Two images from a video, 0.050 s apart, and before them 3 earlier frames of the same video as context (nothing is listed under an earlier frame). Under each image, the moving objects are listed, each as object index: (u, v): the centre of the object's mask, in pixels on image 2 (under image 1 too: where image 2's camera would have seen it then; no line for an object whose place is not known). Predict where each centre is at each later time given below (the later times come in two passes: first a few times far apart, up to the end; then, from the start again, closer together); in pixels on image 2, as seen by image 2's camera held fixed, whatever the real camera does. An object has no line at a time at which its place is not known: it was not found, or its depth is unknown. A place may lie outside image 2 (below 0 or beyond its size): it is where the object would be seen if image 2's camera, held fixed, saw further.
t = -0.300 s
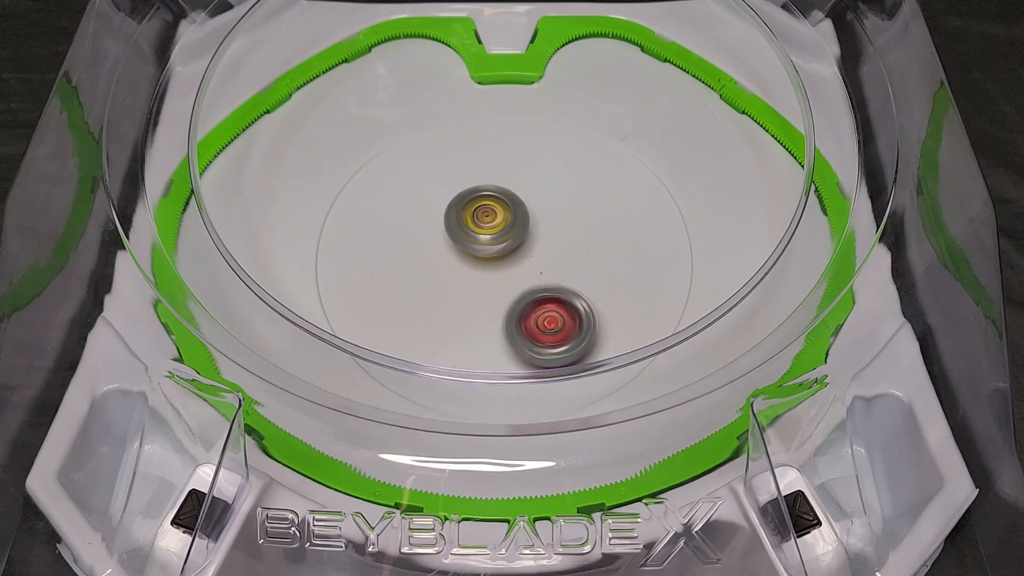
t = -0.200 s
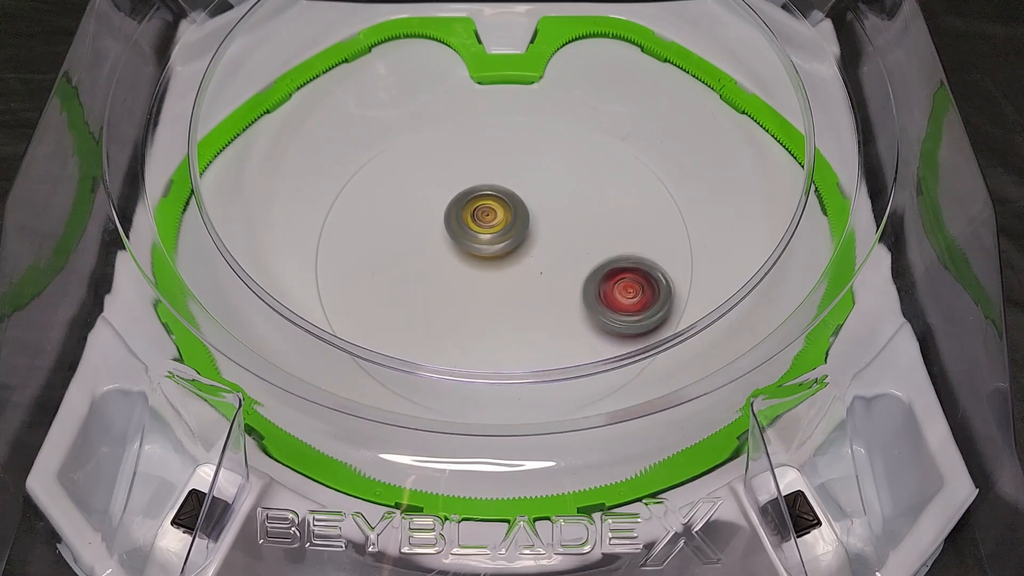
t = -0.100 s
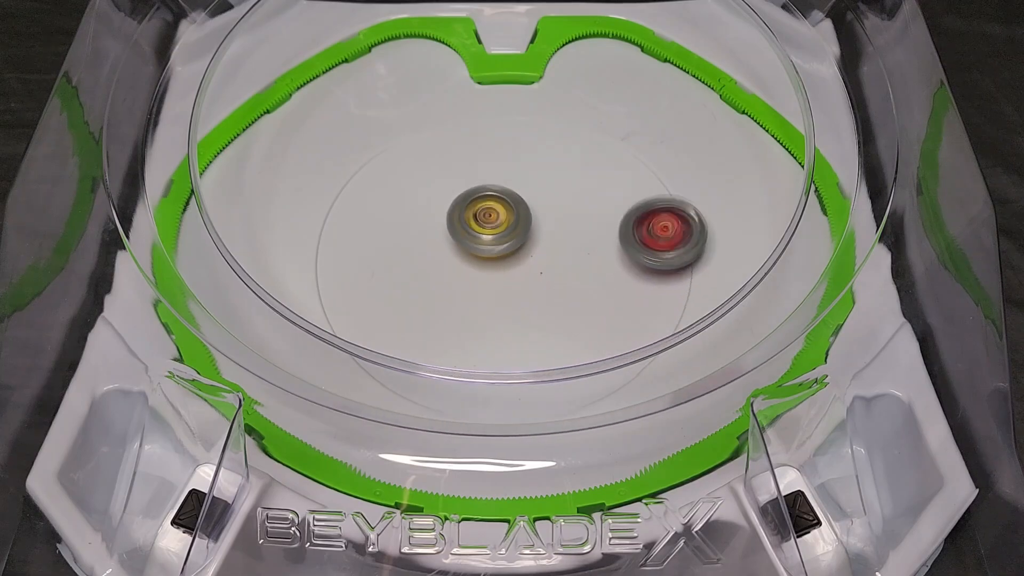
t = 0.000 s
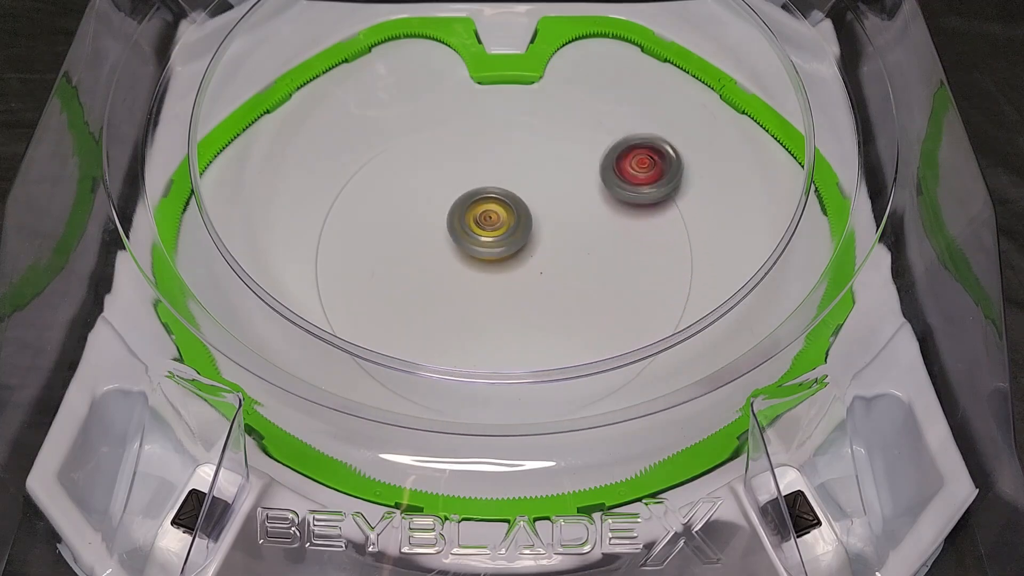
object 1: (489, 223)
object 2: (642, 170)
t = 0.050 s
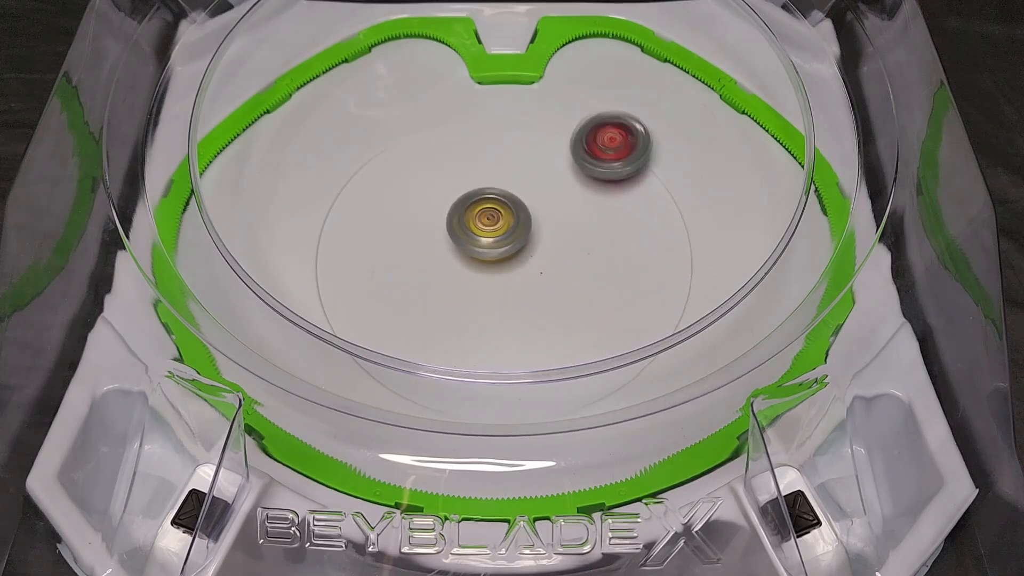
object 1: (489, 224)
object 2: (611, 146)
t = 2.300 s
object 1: (534, 184)
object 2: (616, 205)
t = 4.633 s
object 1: (483, 303)
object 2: (421, 195)
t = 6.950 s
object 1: (624, 181)
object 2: (261, 121)
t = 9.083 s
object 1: (478, 260)
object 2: (430, 125)
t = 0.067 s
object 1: (489, 224)
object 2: (600, 140)
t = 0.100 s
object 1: (488, 224)
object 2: (573, 132)
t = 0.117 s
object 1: (488, 223)
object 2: (559, 128)
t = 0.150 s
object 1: (487, 223)
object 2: (530, 126)
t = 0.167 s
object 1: (487, 223)
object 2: (515, 126)
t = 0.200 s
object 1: (487, 222)
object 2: (486, 129)
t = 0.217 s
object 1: (487, 222)
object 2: (473, 132)
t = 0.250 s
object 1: (487, 222)
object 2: (445, 140)
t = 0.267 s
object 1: (487, 221)
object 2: (432, 146)
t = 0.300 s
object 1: (488, 221)
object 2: (409, 159)
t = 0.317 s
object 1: (488, 221)
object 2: (399, 167)
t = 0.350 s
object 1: (489, 221)
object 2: (381, 184)
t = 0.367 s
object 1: (489, 221)
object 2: (373, 193)
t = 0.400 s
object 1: (490, 221)
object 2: (360, 214)
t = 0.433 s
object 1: (491, 222)
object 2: (351, 236)
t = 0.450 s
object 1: (491, 223)
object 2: (349, 247)
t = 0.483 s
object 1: (490, 223)
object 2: (347, 271)
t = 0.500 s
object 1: (490, 223)
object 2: (349, 282)
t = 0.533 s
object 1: (490, 224)
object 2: (357, 304)
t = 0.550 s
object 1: (489, 224)
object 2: (364, 313)
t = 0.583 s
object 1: (488, 224)
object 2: (377, 336)
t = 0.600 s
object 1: (488, 223)
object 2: (387, 346)
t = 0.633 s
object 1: (488, 223)
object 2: (411, 361)
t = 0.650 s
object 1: (488, 222)
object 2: (425, 367)
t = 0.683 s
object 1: (488, 222)
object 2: (455, 374)
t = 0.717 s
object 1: (488, 221)
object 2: (487, 375)
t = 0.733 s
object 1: (488, 221)
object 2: (502, 371)
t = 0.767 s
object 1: (489, 220)
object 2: (530, 362)
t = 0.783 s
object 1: (490, 220)
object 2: (543, 356)
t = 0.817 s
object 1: (490, 219)
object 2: (566, 337)
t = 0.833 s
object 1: (491, 219)
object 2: (576, 329)
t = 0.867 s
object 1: (492, 219)
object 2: (592, 310)
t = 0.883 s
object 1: (492, 219)
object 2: (598, 299)
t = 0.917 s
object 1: (493, 219)
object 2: (606, 275)
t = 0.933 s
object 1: (493, 219)
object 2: (608, 262)
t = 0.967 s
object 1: (493, 220)
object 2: (608, 237)
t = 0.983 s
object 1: (493, 219)
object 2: (606, 225)
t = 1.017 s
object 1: (492, 220)
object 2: (598, 201)
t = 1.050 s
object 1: (492, 220)
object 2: (587, 179)
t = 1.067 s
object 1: (491, 220)
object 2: (580, 169)
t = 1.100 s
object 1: (490, 220)
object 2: (563, 151)
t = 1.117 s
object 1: (490, 220)
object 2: (553, 143)
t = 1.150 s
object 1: (489, 219)
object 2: (533, 128)
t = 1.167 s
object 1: (489, 219)
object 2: (523, 122)
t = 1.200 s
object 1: (489, 219)
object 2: (501, 113)
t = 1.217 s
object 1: (489, 219)
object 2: (489, 109)
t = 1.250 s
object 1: (489, 219)
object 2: (465, 103)
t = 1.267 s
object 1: (490, 219)
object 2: (454, 101)
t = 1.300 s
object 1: (490, 219)
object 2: (432, 99)
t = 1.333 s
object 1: (491, 220)
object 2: (410, 100)
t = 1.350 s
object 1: (491, 220)
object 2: (401, 101)
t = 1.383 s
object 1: (491, 220)
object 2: (386, 105)
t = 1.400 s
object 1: (491, 220)
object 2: (380, 108)
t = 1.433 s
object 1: (491, 221)
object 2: (368, 112)
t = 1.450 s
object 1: (491, 221)
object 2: (364, 114)
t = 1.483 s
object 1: (491, 221)
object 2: (355, 119)
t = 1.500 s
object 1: (491, 221)
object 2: (351, 121)
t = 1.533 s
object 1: (491, 221)
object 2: (346, 126)
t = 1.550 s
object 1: (491, 221)
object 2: (344, 129)
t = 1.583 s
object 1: (490, 221)
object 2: (341, 134)
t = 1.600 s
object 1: (490, 221)
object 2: (341, 137)
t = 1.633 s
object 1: (490, 221)
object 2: (342, 143)
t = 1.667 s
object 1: (490, 220)
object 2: (345, 151)
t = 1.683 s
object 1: (490, 220)
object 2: (346, 156)
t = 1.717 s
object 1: (490, 220)
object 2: (351, 171)
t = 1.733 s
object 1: (490, 220)
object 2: (353, 179)
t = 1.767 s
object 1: (490, 220)
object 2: (360, 199)
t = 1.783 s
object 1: (490, 220)
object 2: (364, 210)
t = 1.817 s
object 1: (489, 220)
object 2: (378, 232)
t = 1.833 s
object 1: (489, 220)
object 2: (388, 242)
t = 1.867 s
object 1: (489, 220)
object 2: (411, 259)
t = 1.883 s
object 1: (491, 220)
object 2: (420, 268)
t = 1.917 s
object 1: (508, 212)
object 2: (429, 288)
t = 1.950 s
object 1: (521, 205)
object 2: (443, 304)
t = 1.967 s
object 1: (526, 203)
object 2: (453, 310)
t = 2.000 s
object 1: (532, 198)
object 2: (476, 318)
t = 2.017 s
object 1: (534, 196)
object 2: (489, 320)
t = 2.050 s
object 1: (537, 193)
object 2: (515, 321)
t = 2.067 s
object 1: (538, 191)
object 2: (529, 319)
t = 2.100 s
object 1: (538, 189)
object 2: (554, 313)
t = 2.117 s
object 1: (539, 187)
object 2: (566, 307)
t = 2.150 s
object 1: (539, 186)
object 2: (587, 294)
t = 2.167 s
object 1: (539, 185)
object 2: (595, 286)
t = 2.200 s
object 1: (538, 184)
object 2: (609, 268)
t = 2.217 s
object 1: (538, 183)
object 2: (614, 257)
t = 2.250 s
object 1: (537, 183)
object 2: (619, 236)
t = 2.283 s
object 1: (535, 183)
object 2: (618, 215)
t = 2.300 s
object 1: (534, 184)
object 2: (616, 205)
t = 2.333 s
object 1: (511, 177)
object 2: (633, 194)
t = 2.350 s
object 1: (498, 173)
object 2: (643, 188)
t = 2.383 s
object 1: (474, 167)
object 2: (655, 177)
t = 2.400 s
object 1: (464, 164)
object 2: (659, 172)
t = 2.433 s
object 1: (447, 162)
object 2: (661, 161)
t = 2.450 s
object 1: (440, 160)
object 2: (655, 157)
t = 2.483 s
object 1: (429, 161)
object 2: (641, 153)
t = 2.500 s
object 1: (426, 163)
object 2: (635, 150)
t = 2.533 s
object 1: (421, 168)
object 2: (622, 144)
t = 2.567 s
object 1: (418, 175)
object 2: (609, 141)
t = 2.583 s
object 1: (417, 178)
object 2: (600, 140)
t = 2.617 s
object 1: (416, 187)
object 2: (580, 140)
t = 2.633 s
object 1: (416, 191)
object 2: (569, 142)
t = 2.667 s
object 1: (416, 199)
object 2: (545, 150)
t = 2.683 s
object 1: (416, 204)
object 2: (534, 155)
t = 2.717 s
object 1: (417, 210)
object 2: (513, 169)
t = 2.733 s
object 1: (418, 213)
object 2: (503, 177)
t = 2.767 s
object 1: (400, 217)
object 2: (505, 196)
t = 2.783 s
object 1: (372, 216)
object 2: (523, 198)
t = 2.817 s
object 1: (315, 224)
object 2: (558, 210)
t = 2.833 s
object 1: (286, 233)
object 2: (576, 220)
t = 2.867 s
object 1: (232, 241)
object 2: (607, 234)
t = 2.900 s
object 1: (183, 249)
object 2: (633, 247)
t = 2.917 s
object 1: (178, 253)
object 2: (644, 250)
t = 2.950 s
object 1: (203, 252)
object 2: (660, 257)
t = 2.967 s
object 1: (215, 256)
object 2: (665, 260)
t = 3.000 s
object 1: (238, 254)
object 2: (670, 262)
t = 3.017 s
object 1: (247, 251)
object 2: (671, 262)
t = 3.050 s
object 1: (271, 252)
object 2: (670, 261)
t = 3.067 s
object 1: (282, 251)
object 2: (669, 260)
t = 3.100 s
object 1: (299, 245)
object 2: (663, 258)
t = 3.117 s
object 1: (310, 245)
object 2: (658, 256)
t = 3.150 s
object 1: (324, 238)
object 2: (645, 251)
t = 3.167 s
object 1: (333, 238)
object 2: (638, 249)
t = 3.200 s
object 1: (350, 236)
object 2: (620, 247)
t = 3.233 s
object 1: (365, 235)
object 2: (597, 246)
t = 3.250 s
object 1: (375, 232)
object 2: (586, 246)
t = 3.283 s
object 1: (391, 231)
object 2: (560, 248)
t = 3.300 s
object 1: (399, 227)
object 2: (548, 249)
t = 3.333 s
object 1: (414, 223)
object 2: (524, 254)
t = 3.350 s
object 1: (423, 221)
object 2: (513, 257)
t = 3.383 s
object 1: (434, 212)
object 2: (492, 265)
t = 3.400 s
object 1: (436, 204)
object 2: (488, 274)
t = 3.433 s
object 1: (438, 190)
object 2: (480, 290)
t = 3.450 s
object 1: (442, 184)
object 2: (476, 297)
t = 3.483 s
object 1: (447, 172)
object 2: (471, 311)
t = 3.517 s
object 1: (454, 162)
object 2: (468, 325)
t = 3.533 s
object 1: (458, 158)
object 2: (468, 331)
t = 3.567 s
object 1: (465, 149)
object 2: (470, 340)
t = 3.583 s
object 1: (469, 144)
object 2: (471, 343)
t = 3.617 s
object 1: (478, 137)
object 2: (476, 360)
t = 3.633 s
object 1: (482, 133)
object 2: (479, 365)
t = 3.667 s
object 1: (491, 127)
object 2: (486, 371)
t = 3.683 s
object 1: (495, 125)
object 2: (490, 371)
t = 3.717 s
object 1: (504, 120)
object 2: (498, 371)
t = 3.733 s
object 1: (509, 118)
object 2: (502, 371)
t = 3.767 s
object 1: (518, 116)
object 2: (506, 366)
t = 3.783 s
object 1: (523, 114)
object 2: (509, 361)
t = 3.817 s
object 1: (532, 112)
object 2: (514, 344)
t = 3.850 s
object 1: (542, 111)
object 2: (518, 335)
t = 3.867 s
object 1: (547, 112)
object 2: (519, 328)
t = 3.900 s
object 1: (557, 112)
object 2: (516, 309)
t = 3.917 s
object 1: (562, 113)
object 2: (514, 300)
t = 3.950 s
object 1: (572, 114)
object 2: (507, 281)
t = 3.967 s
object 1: (577, 116)
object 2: (502, 271)
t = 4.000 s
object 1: (584, 119)
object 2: (491, 255)
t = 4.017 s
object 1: (587, 121)
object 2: (485, 246)
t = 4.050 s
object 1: (588, 127)
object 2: (471, 230)
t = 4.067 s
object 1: (589, 131)
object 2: (465, 223)
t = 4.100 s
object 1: (590, 139)
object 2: (450, 209)
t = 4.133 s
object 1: (591, 148)
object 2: (436, 198)
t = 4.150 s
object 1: (590, 154)
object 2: (429, 192)
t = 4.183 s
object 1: (589, 164)
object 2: (414, 183)
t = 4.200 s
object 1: (588, 170)
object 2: (407, 178)
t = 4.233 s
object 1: (586, 180)
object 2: (393, 171)
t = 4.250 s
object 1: (585, 186)
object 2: (385, 167)
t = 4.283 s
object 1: (581, 198)
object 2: (370, 162)
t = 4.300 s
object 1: (580, 203)
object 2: (363, 160)
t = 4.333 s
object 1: (574, 216)
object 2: (354, 158)
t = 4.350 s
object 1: (572, 221)
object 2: (354, 161)
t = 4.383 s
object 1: (564, 235)
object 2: (354, 167)
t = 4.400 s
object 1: (561, 240)
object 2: (355, 170)
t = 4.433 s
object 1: (552, 252)
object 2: (356, 174)
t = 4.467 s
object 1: (543, 263)
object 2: (360, 178)
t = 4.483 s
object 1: (538, 268)
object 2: (363, 180)
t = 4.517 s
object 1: (526, 278)
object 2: (372, 185)
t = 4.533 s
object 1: (521, 282)
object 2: (377, 187)
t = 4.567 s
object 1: (508, 291)
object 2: (389, 190)
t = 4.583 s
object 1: (502, 294)
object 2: (397, 192)
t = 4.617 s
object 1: (489, 301)
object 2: (412, 195)
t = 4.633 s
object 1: (483, 303)
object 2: (421, 195)
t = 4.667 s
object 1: (470, 308)
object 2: (440, 195)
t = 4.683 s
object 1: (463, 310)
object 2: (449, 194)
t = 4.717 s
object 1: (451, 312)
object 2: (467, 190)
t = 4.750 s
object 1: (439, 313)
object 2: (485, 184)
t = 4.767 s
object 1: (433, 312)
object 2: (492, 181)
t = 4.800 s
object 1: (422, 312)
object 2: (507, 172)
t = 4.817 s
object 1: (416, 311)
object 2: (513, 168)
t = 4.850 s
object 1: (407, 308)
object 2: (523, 159)
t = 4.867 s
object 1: (402, 307)
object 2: (528, 154)
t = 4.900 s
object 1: (393, 303)
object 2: (535, 144)
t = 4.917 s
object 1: (389, 301)
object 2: (537, 139)
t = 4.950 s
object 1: (381, 295)
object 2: (539, 130)
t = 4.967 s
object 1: (378, 292)
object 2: (539, 126)
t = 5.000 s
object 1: (372, 286)
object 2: (537, 119)
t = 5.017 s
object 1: (370, 282)
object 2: (533, 117)
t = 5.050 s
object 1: (367, 275)
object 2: (526, 115)
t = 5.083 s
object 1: (366, 267)
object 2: (519, 116)
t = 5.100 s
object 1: (366, 262)
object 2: (515, 118)
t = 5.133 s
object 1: (367, 254)
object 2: (508, 124)
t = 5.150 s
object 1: (368, 249)
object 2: (505, 130)
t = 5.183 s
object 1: (372, 240)
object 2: (499, 144)
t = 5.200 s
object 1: (374, 236)
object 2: (497, 151)
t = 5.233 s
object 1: (379, 226)
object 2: (495, 168)
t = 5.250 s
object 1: (383, 223)
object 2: (495, 176)
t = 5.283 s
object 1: (390, 214)
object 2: (497, 194)
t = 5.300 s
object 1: (394, 210)
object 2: (500, 203)
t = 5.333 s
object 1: (402, 203)
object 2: (506, 219)
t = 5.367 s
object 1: (413, 195)
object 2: (514, 235)
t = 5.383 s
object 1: (418, 192)
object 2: (518, 242)
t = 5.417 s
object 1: (429, 186)
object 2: (530, 255)
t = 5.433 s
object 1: (435, 183)
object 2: (535, 261)
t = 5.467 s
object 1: (447, 177)
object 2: (548, 271)
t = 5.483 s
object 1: (453, 174)
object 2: (555, 275)
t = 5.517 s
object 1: (465, 170)
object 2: (569, 283)
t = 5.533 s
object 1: (472, 168)
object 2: (576, 285)
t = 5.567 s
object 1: (484, 163)
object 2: (591, 288)
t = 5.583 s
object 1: (491, 162)
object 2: (598, 288)
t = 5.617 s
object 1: (504, 160)
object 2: (610, 286)
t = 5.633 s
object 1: (510, 159)
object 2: (615, 284)
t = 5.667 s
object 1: (522, 158)
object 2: (622, 277)
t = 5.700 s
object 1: (534, 157)
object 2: (623, 268)
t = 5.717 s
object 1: (540, 157)
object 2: (622, 264)
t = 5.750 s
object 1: (551, 158)
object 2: (614, 255)
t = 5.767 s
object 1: (555, 160)
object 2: (609, 251)
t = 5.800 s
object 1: (564, 162)
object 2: (596, 244)
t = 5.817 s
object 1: (569, 163)
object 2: (587, 241)
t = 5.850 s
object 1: (576, 166)
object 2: (568, 236)
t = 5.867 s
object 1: (580, 167)
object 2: (558, 235)
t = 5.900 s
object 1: (585, 172)
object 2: (532, 236)
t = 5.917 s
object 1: (588, 174)
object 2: (520, 237)
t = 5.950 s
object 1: (594, 180)
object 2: (497, 241)
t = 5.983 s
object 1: (598, 188)
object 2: (477, 247)
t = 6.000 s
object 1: (600, 192)
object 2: (467, 250)
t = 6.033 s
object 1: (603, 201)
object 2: (449, 256)
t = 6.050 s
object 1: (603, 206)
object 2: (441, 259)
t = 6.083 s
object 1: (604, 214)
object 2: (426, 267)
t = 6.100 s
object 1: (604, 219)
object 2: (419, 270)
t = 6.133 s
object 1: (603, 229)
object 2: (406, 278)
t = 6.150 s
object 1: (601, 235)
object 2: (400, 282)
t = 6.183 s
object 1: (598, 244)
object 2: (389, 290)
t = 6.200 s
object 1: (595, 249)
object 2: (385, 295)
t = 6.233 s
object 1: (589, 258)
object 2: (377, 304)
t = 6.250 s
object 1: (585, 262)
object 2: (374, 308)
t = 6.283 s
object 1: (577, 272)
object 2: (374, 315)
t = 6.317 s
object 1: (567, 280)
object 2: (374, 319)
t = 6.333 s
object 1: (562, 282)
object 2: (376, 320)
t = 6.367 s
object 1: (550, 290)
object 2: (382, 322)
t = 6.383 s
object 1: (544, 293)
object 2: (386, 323)
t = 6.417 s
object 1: (531, 298)
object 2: (397, 322)
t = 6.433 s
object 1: (524, 300)
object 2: (404, 321)
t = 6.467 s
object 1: (510, 304)
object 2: (418, 315)
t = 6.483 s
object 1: (537, 302)
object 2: (397, 309)
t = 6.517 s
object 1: (591, 296)
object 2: (350, 294)
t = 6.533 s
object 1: (615, 290)
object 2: (332, 285)
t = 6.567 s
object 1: (656, 279)
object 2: (314, 263)
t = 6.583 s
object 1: (673, 273)
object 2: (306, 254)
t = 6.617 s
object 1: (699, 260)
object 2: (292, 235)
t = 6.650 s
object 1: (707, 244)
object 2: (280, 218)
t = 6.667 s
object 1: (708, 239)
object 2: (275, 211)
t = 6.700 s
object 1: (708, 230)
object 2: (265, 198)
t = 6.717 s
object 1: (707, 226)
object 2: (261, 191)
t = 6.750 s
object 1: (704, 217)
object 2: (254, 179)
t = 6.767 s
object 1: (702, 213)
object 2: (250, 173)
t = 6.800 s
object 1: (690, 207)
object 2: (244, 161)
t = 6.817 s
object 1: (683, 203)
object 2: (242, 154)
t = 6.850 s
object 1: (669, 195)
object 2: (240, 142)
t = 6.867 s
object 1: (662, 192)
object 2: (240, 136)
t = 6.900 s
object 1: (647, 187)
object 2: (241, 125)
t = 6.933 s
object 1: (631, 183)
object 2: (254, 122)
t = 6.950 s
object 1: (624, 181)
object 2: (261, 121)
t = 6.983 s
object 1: (608, 179)
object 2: (273, 117)
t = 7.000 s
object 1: (601, 178)
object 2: (278, 114)
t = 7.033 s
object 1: (588, 176)
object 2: (288, 109)
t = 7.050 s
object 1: (582, 176)
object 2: (293, 107)
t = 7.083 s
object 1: (570, 176)
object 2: (302, 101)
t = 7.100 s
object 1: (565, 175)
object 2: (307, 98)
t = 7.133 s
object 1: (555, 175)
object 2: (318, 91)
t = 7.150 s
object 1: (551, 175)
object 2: (324, 88)
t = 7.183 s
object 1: (542, 175)
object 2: (338, 82)
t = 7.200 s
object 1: (538, 175)
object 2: (346, 80)
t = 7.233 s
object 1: (531, 174)
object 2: (363, 76)
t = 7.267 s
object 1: (524, 175)
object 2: (380, 74)
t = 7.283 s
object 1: (521, 175)
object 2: (389, 73)
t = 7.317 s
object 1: (514, 175)
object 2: (407, 73)
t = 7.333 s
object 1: (510, 175)
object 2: (417, 73)
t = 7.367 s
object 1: (503, 175)
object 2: (435, 74)
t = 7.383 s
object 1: (500, 175)
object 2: (443, 74)
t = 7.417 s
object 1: (494, 176)
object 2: (460, 77)
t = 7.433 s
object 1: (490, 176)
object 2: (469, 78)
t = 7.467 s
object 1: (484, 176)
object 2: (485, 83)
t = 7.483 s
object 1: (481, 176)
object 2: (493, 87)
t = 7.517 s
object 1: (475, 177)
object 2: (509, 94)
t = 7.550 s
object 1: (469, 177)
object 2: (524, 105)
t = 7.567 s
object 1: (467, 178)
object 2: (531, 110)
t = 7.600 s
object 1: (462, 178)
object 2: (545, 122)
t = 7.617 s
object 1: (459, 178)
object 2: (551, 129)
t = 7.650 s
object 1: (455, 179)
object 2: (561, 142)
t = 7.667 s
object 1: (453, 179)
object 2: (566, 150)
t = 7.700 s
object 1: (449, 179)
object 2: (574, 164)
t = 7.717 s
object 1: (448, 179)
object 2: (578, 171)
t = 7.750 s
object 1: (445, 180)
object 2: (584, 186)
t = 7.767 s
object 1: (444, 181)
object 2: (587, 193)
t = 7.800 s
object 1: (442, 182)
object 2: (591, 209)
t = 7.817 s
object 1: (441, 182)
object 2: (592, 216)
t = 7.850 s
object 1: (440, 183)
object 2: (594, 231)
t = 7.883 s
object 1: (440, 184)
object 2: (594, 245)
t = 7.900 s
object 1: (439, 184)
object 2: (593, 252)
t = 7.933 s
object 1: (439, 186)
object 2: (591, 266)
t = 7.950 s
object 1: (438, 186)
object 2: (589, 272)
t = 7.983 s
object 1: (438, 187)
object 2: (584, 285)
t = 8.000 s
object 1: (438, 188)
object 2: (581, 291)
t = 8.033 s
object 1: (438, 189)
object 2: (574, 302)
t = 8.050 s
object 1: (438, 190)
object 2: (571, 308)
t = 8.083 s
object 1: (439, 192)
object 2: (561, 317)
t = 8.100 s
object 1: (440, 193)
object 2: (555, 322)
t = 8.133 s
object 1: (441, 196)
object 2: (545, 332)
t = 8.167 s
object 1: (442, 198)
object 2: (532, 338)
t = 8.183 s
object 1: (442, 200)
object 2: (525, 340)
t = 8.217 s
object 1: (444, 203)
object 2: (510, 344)
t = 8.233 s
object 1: (445, 205)
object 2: (502, 345)
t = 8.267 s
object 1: (447, 209)
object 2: (487, 346)
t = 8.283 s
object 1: (448, 211)
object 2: (479, 347)
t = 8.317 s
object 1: (450, 214)
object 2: (463, 347)
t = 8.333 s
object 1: (451, 216)
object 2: (454, 345)
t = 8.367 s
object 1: (453, 220)
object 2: (438, 343)
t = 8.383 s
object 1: (454, 222)
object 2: (429, 342)
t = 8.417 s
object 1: (456, 226)
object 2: (414, 338)
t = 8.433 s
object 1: (457, 227)
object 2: (406, 335)
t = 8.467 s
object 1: (459, 231)
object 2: (390, 329)
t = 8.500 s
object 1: (461, 234)
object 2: (376, 322)
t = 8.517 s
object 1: (462, 236)
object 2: (371, 318)
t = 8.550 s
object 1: (463, 240)
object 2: (361, 307)
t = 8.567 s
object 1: (464, 242)
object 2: (356, 301)
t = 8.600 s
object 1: (466, 245)
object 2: (348, 288)
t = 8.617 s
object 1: (467, 247)
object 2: (346, 282)
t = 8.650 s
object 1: (468, 249)
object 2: (341, 268)
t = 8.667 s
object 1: (468, 251)
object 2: (340, 260)
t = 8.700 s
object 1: (469, 253)
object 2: (338, 246)
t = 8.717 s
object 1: (470, 255)
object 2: (338, 239)
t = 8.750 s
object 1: (471, 257)
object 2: (340, 225)
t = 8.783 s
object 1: (472, 258)
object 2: (342, 212)
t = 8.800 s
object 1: (472, 259)
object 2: (344, 205)
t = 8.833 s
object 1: (473, 260)
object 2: (350, 192)
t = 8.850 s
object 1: (473, 260)
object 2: (353, 186)
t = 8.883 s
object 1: (474, 261)
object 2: (361, 174)
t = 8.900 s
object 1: (474, 261)
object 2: (365, 169)
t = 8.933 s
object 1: (475, 261)
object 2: (374, 159)
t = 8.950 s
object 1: (475, 261)
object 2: (379, 154)
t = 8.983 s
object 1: (476, 261)
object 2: (391, 145)
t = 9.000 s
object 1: (476, 261)
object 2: (397, 140)
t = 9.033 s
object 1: (477, 261)
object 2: (409, 134)
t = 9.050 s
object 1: (478, 260)
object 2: (416, 130)
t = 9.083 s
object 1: (478, 260)
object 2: (430, 125)
